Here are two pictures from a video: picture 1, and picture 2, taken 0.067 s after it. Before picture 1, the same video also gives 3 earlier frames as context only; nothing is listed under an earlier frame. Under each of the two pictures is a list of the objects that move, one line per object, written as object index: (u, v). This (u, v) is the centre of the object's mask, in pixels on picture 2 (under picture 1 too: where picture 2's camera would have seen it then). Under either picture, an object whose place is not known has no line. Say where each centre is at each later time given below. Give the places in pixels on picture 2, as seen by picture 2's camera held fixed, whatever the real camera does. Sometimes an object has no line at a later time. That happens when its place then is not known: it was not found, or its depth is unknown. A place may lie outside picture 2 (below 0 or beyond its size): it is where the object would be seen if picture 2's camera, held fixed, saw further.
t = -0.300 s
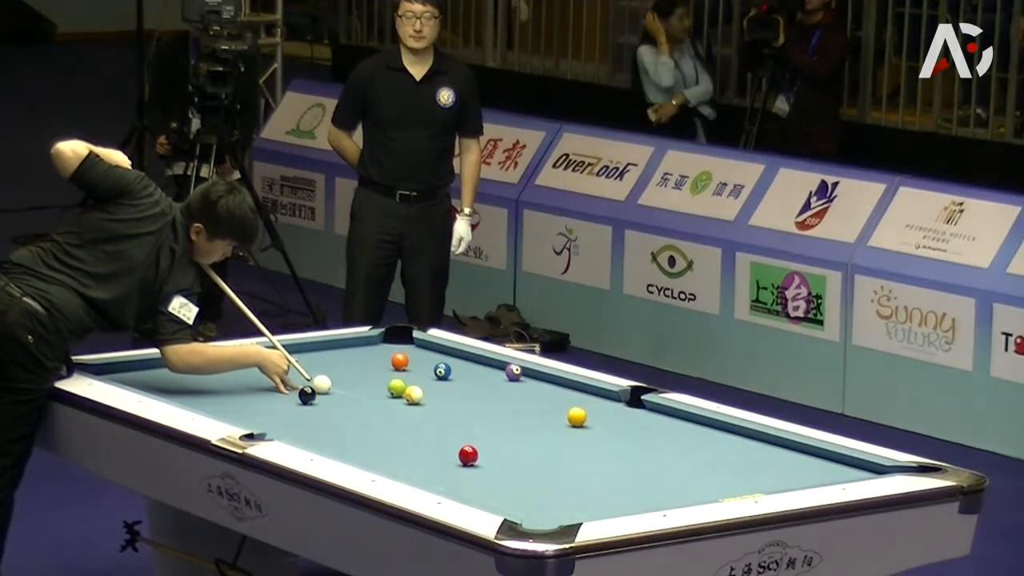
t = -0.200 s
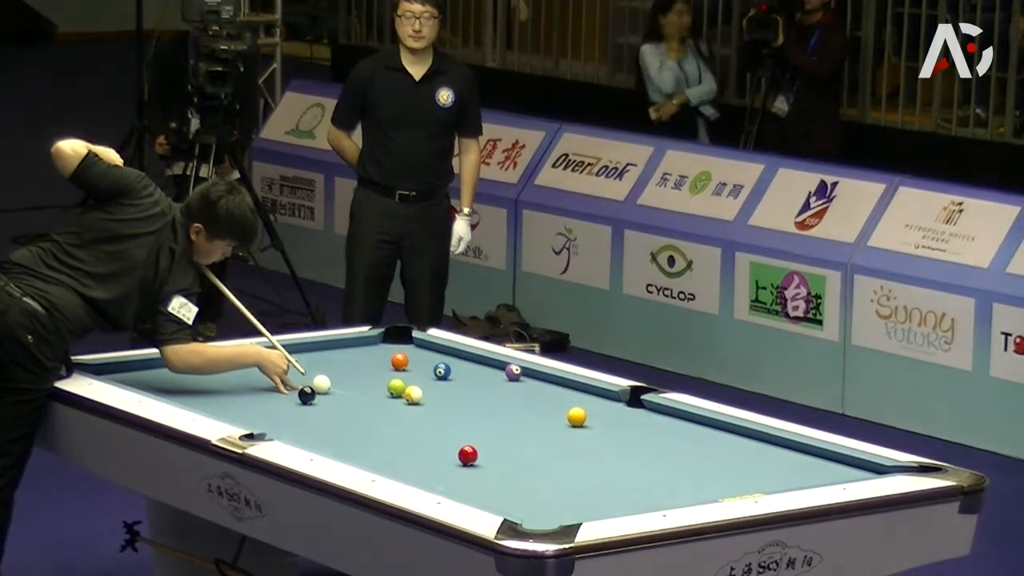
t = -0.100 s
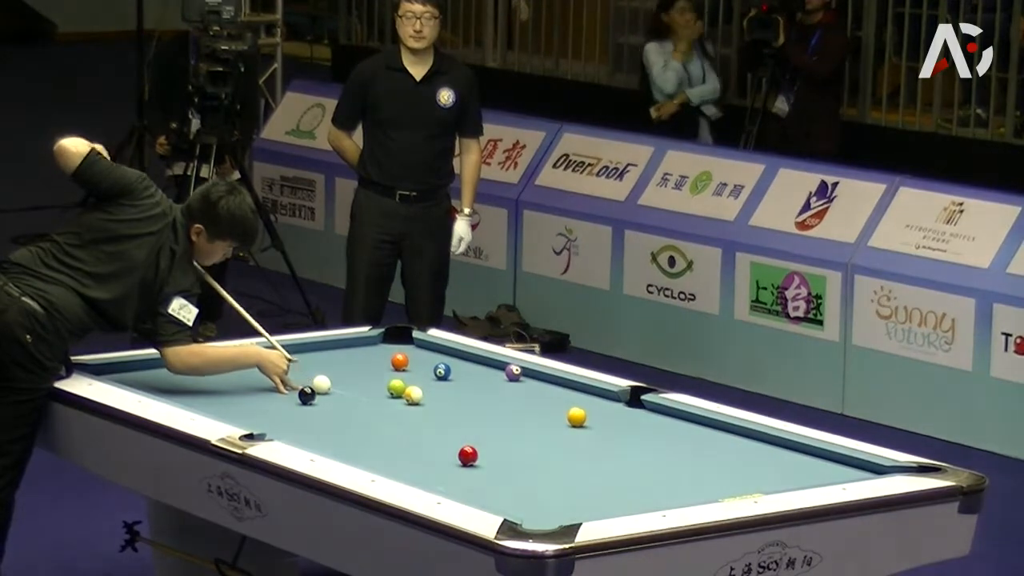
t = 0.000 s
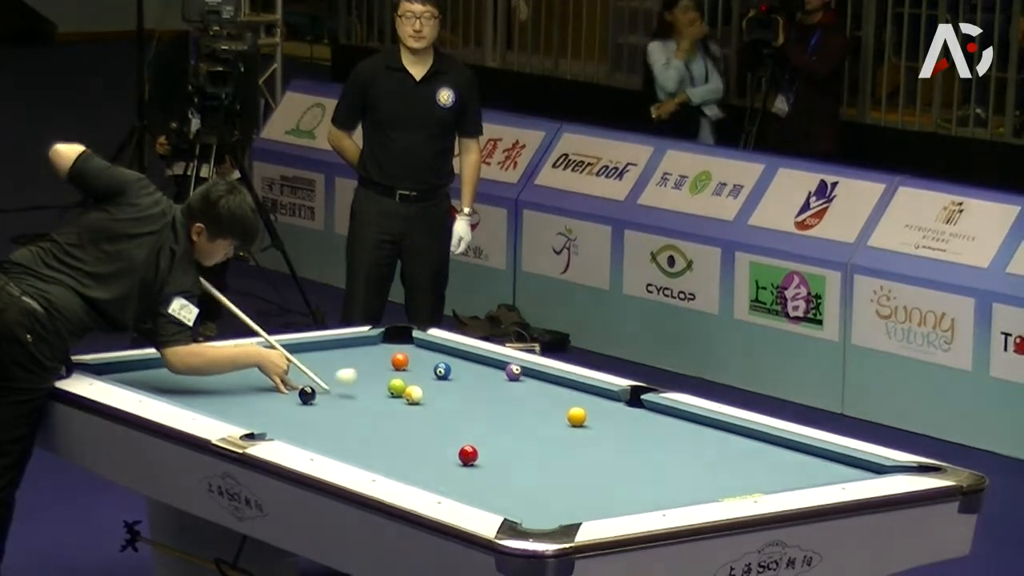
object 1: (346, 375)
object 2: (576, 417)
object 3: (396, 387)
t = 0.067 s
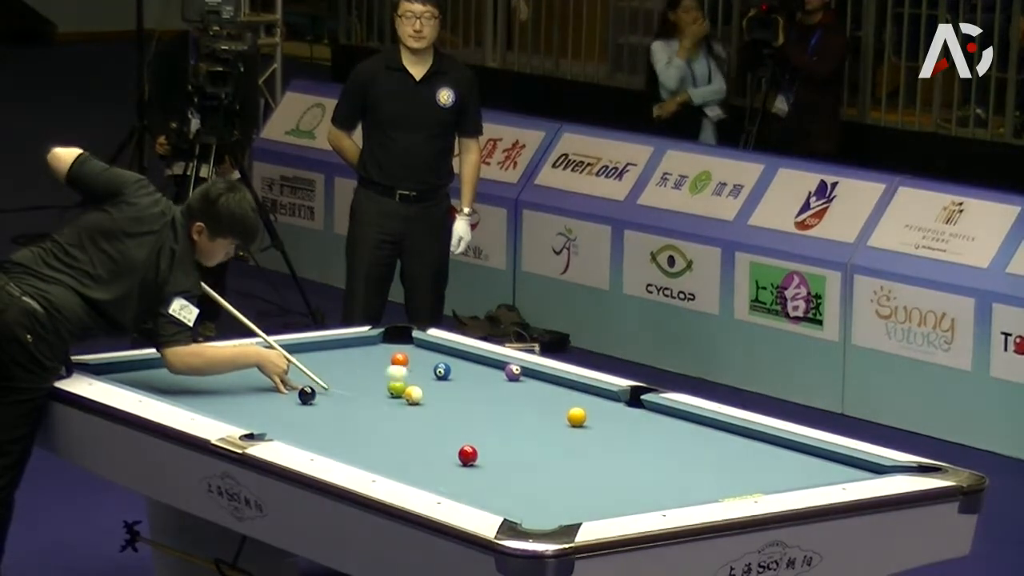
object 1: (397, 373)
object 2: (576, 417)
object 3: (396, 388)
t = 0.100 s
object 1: (424, 375)
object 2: (576, 417)
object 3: (396, 387)
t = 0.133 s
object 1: (450, 382)
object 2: (576, 417)
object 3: (396, 387)
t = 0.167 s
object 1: (475, 393)
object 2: (576, 417)
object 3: (396, 387)
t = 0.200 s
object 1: (501, 406)
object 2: (576, 417)
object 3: (396, 387)
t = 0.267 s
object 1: (551, 406)
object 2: (576, 417)
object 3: (396, 387)
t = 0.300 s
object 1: (564, 405)
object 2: (589, 418)
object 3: (396, 387)
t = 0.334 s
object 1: (568, 404)
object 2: (610, 420)
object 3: (396, 387)
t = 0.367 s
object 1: (572, 407)
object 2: (631, 425)
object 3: (396, 387)
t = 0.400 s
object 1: (575, 413)
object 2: (650, 428)
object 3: (396, 387)
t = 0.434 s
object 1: (578, 412)
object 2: (670, 432)
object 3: (396, 387)
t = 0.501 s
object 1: (584, 414)
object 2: (709, 438)
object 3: (396, 387)
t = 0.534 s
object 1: (587, 414)
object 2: (727, 440)
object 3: (396, 387)
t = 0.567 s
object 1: (590, 414)
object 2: (746, 443)
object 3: (396, 387)
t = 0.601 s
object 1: (593, 414)
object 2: (764, 446)
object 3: (396, 387)
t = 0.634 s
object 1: (596, 414)
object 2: (781, 449)
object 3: (396, 387)
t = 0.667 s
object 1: (599, 414)
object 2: (799, 451)
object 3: (396, 387)
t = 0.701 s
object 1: (602, 414)
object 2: (817, 454)
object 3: (396, 387)
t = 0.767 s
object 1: (608, 414)
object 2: (842, 461)
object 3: (396, 387)
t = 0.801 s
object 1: (611, 414)
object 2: (850, 464)
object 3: (396, 387)
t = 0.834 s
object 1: (614, 414)
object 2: (858, 467)
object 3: (396, 387)
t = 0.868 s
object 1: (617, 413)
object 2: (866, 469)
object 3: (396, 387)
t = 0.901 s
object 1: (620, 413)
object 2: (875, 470)
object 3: (396, 387)
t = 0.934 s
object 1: (622, 413)
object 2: (875, 471)
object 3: (396, 387)
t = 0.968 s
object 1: (625, 413)
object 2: (868, 470)
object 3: (396, 387)
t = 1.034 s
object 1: (631, 413)
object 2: (853, 469)
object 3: (396, 387)
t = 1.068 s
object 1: (633, 413)
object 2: (846, 467)
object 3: (396, 387)
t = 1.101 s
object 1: (636, 413)
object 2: (841, 466)
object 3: (396, 387)
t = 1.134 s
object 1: (639, 413)
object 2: (835, 464)
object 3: (396, 387)
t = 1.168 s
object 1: (641, 413)
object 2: (830, 463)
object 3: (396, 387)
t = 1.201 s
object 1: (644, 413)
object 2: (825, 462)
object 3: (396, 387)
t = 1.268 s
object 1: (649, 413)
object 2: (814, 459)
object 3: (396, 387)
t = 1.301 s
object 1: (651, 413)
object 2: (808, 458)
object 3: (396, 387)
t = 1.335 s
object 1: (654, 412)
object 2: (803, 457)
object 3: (396, 387)
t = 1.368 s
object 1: (656, 412)
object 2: (798, 455)
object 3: (396, 387)
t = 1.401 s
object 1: (659, 412)
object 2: (793, 454)
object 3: (396, 387)
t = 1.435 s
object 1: (661, 412)
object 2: (788, 453)
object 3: (396, 387)
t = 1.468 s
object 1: (663, 412)
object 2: (783, 452)
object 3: (396, 387)
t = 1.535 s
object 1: (668, 412)
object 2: (773, 449)
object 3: (396, 387)
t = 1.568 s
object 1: (669, 412)
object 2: (768, 448)
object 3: (396, 387)
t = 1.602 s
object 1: (669, 412)
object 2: (764, 447)
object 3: (396, 387)
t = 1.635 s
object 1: (668, 412)
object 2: (758, 445)
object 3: (396, 387)
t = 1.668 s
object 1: (667, 412)
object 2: (753, 445)
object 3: (396, 387)
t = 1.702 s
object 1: (667, 412)
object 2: (749, 443)
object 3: (396, 387)
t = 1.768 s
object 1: (665, 413)
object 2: (739, 441)
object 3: (396, 387)
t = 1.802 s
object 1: (665, 413)
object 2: (735, 440)
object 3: (396, 387)
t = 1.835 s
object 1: (664, 413)
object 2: (730, 438)
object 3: (396, 387)
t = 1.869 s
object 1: (663, 413)
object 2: (725, 437)
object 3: (396, 387)
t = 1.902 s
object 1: (663, 413)
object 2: (720, 436)
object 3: (396, 387)
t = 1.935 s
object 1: (662, 413)
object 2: (716, 435)
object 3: (396, 387)
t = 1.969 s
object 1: (662, 414)
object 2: (712, 434)
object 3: (396, 387)
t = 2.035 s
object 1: (661, 414)
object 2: (703, 432)
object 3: (396, 387)
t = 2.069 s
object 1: (660, 414)
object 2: (699, 431)
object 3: (396, 387)
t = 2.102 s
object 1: (659, 414)
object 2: (695, 429)
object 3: (396, 387)
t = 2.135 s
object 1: (659, 414)
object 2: (690, 428)
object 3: (396, 387)
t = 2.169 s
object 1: (659, 414)
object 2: (686, 427)
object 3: (396, 387)
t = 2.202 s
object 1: (658, 414)
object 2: (682, 426)
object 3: (396, 387)
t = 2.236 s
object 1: (658, 414)
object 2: (678, 425)
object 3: (396, 387)
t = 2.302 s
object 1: (656, 414)
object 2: (669, 423)
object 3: (396, 387)
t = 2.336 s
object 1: (655, 413)
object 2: (665, 422)
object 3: (396, 387)
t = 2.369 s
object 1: (654, 411)
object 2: (662, 421)
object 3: (396, 387)
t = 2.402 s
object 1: (654, 410)
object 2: (656, 419)
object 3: (396, 387)
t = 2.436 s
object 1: (656, 410)
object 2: (654, 419)
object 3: (396, 387)
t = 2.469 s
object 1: (658, 411)
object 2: (649, 418)
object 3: (396, 387)
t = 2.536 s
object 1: (656, 413)
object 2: (640, 417)
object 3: (396, 387)
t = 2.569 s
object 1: (656, 414)
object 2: (636, 416)
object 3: (396, 387)
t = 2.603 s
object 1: (656, 413)
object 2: (631, 416)
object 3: (396, 387)
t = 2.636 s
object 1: (656, 413)
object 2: (627, 415)
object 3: (396, 387)
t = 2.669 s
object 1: (657, 413)
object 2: (622, 414)
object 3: (396, 387)
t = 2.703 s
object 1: (657, 413)
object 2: (618, 414)
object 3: (396, 387)
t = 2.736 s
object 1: (657, 413)
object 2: (613, 414)
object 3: (396, 387)
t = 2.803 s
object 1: (658, 412)
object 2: (605, 413)
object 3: (396, 387)
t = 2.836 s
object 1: (658, 412)
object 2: (601, 412)
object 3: (396, 387)
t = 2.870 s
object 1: (658, 412)
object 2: (597, 411)
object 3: (396, 387)
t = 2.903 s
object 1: (659, 411)
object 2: (592, 411)
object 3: (396, 387)
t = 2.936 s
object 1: (659, 411)
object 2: (588, 410)
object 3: (396, 387)
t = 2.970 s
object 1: (659, 411)
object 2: (584, 410)
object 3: (396, 387)
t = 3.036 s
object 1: (660, 410)
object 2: (576, 409)
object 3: (396, 387)
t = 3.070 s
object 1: (660, 410)
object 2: (572, 408)
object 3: (396, 387)
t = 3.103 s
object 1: (660, 410)
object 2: (568, 408)
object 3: (396, 387)
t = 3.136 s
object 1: (660, 410)
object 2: (564, 407)
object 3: (396, 387)
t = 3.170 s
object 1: (660, 410)
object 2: (560, 407)
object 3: (396, 387)
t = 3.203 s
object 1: (661, 410)
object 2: (556, 406)
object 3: (396, 387)
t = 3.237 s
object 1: (660, 410)
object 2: (552, 406)
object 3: (396, 387)
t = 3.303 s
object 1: (659, 409)
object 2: (544, 405)
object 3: (396, 387)
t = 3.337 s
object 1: (659, 409)
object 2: (540, 404)
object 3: (396, 387)
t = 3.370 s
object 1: (658, 409)
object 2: (537, 404)
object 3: (396, 387)
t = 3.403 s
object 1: (658, 409)
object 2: (533, 403)
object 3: (396, 387)
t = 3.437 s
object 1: (657, 409)
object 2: (529, 403)
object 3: (396, 387)
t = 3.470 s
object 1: (657, 409)
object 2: (525, 402)
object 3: (396, 387)
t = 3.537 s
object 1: (656, 409)
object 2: (518, 401)
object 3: (396, 387)
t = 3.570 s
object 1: (656, 409)
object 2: (515, 401)
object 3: (396, 387)
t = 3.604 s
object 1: (655, 409)
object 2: (511, 400)
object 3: (396, 387)
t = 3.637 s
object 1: (655, 409)
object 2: (508, 400)
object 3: (396, 387)
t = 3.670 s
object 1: (655, 409)
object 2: (504, 399)
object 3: (396, 387)
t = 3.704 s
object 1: (655, 409)
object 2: (501, 399)
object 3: (396, 387)
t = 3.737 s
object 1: (655, 409)
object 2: (497, 398)
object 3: (396, 387)
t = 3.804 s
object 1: (655, 409)
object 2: (490, 397)
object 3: (396, 387)
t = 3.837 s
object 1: (654, 409)
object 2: (487, 397)
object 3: (396, 387)
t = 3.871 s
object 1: (655, 409)
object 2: (484, 396)
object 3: (396, 387)
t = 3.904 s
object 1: (655, 409)
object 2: (480, 396)
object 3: (396, 387)
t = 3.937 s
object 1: (655, 409)
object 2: (477, 396)
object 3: (396, 387)
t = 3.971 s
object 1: (655, 409)
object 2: (474, 395)
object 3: (396, 387)
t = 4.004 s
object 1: (655, 409)
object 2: (471, 395)
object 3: (396, 387)
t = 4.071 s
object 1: (655, 409)
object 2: (465, 394)
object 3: (396, 387)
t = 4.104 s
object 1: (655, 409)
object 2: (461, 394)
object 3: (396, 387)
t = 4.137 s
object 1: (655, 409)
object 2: (458, 393)
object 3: (396, 387)
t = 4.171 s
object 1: (655, 409)
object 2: (455, 393)
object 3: (396, 387)
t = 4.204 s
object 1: (655, 409)
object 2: (452, 393)
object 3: (396, 387)
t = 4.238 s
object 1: (655, 409)
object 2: (449, 392)
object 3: (396, 387)
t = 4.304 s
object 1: (655, 409)
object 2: (444, 391)
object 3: (396, 387)
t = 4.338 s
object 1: (655, 409)
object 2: (440, 391)
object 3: (396, 387)
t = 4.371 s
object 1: (655, 409)
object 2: (438, 390)
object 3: (396, 387)
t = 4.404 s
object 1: (655, 409)
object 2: (435, 390)
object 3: (396, 387)
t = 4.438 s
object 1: (655, 409)
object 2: (432, 390)
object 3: (396, 387)
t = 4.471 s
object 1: (655, 409)
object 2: (429, 389)
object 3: (396, 387)
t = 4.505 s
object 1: (655, 409)
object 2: (427, 388)
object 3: (396, 387)
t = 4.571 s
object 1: (655, 409)
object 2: (423, 386)
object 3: (396, 387)
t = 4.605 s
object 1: (655, 409)
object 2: (420, 385)
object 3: (396, 387)
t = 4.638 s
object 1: (655, 409)
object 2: (416, 383)
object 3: (396, 387)
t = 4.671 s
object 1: (655, 409)
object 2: (414, 383)
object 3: (395, 387)
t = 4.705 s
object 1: (655, 409)
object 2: (413, 383)
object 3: (393, 387)
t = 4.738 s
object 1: (655, 409)
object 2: (412, 383)
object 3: (392, 387)
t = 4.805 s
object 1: (655, 409)
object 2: (410, 383)
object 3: (389, 387)
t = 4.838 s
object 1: (655, 409)
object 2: (409, 383)
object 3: (388, 387)
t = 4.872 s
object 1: (655, 409)
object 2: (408, 382)
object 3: (387, 387)
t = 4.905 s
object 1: (655, 409)
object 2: (407, 383)
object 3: (385, 387)
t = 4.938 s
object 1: (655, 409)
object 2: (407, 382)
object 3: (384, 388)
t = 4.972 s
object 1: (655, 409)
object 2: (405, 383)
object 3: (383, 387)
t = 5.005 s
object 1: (655, 409)
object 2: (405, 382)
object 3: (382, 387)
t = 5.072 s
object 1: (655, 409)
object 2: (404, 382)
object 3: (379, 387)
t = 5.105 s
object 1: (655, 409)
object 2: (403, 382)
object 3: (378, 387)
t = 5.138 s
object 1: (655, 409)
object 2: (403, 382)
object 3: (377, 387)
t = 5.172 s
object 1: (655, 409)
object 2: (402, 382)
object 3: (375, 387)
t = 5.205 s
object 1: (655, 409)
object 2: (402, 382)
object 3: (375, 388)
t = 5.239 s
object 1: (655, 409)
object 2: (401, 381)
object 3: (373, 387)
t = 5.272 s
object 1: (655, 409)
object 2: (401, 381)
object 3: (373, 387)
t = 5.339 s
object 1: (655, 409)
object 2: (399, 381)
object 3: (371, 388)
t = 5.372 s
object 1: (655, 409)
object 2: (398, 381)
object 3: (370, 387)
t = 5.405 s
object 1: (655, 409)
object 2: (398, 381)
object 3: (368, 387)
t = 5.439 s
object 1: (655, 409)
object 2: (398, 380)
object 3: (368, 387)
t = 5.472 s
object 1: (655, 409)
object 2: (397, 380)
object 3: (366, 387)
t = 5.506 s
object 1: (655, 409)
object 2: (397, 380)
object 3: (366, 387)
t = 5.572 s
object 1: (655, 409)
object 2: (395, 379)
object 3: (364, 388)
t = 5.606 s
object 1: (655, 409)
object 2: (394, 379)
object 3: (363, 387)
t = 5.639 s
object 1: (655, 409)
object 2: (394, 379)
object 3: (362, 387)
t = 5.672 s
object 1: (655, 409)
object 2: (394, 379)
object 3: (362, 387)
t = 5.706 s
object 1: (655, 409)
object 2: (393, 378)
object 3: (361, 387)
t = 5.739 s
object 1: (655, 409)
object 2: (392, 378)
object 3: (360, 388)
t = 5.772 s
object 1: (655, 409)
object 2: (392, 378)
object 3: (360, 387)
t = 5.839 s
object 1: (655, 409)
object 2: (391, 378)
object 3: (358, 388)
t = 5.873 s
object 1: (655, 409)
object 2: (390, 377)
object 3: (358, 387)
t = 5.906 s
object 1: (655, 409)
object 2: (390, 377)
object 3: (357, 387)
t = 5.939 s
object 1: (655, 409)
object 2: (389, 377)
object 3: (356, 387)
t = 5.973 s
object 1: (655, 409)
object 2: (390, 377)
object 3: (356, 387)
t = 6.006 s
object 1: (655, 409)
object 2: (389, 376)
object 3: (356, 387)
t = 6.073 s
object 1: (655, 409)
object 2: (388, 376)
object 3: (355, 387)
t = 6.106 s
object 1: (655, 409)
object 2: (387, 376)
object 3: (354, 387)
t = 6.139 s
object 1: (655, 409)
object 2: (387, 376)
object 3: (354, 387)
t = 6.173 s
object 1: (655, 409)
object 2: (387, 376)
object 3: (354, 387)
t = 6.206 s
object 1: (655, 409)
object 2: (386, 375)
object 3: (353, 387)
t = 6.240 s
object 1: (655, 409)
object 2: (386, 375)
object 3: (353, 387)
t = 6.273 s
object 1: (655, 409)
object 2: (386, 375)
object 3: (352, 387)
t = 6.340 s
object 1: (655, 409)
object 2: (385, 375)
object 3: (352, 387)
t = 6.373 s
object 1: (655, 409)
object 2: (385, 375)
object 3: (352, 387)
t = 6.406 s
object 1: (655, 409)
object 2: (384, 375)
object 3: (351, 387)
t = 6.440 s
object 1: (655, 409)
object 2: (384, 374)
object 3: (351, 387)
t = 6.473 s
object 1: (655, 409)
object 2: (384, 374)
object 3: (351, 387)
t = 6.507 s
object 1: (655, 409)
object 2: (383, 374)
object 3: (351, 387)
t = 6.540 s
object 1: (655, 409)
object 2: (383, 374)
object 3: (350, 387)
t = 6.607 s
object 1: (655, 409)
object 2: (383, 374)
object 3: (350, 387)
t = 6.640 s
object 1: (655, 409)
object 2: (382, 374)
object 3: (350, 387)
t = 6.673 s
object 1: (655, 409)
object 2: (382, 374)
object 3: (350, 387)
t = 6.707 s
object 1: (655, 409)
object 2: (382, 373)
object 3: (350, 387)
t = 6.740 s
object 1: (655, 409)
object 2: (382, 373)
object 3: (350, 387)
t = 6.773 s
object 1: (655, 409)
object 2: (382, 373)
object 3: (350, 387)
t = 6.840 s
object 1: (655, 409)
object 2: (381, 373)
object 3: (350, 387)
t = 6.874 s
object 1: (655, 409)
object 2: (381, 373)
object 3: (350, 387)
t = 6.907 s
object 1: (655, 409)
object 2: (381, 373)
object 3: (350, 387)
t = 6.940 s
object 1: (655, 409)
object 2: (381, 373)
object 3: (350, 387)
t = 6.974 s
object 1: (655, 409)
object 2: (381, 373)
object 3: (350, 387)
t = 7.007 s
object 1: (655, 409)
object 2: (380, 373)
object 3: (350, 387)
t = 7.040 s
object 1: (655, 409)
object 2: (380, 373)
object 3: (350, 387)
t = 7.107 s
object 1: (655, 409)
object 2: (380, 372)
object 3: (350, 387)
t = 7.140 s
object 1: (655, 409)
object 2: (380, 372)
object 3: (350, 387)
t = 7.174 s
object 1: (655, 409)
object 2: (380, 373)
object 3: (350, 387)
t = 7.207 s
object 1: (655, 409)
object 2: (380, 373)
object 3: (350, 387)
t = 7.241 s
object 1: (655, 409)
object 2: (380, 373)
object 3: (350, 387)
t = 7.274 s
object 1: (655, 409)
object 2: (379, 372)
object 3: (350, 387)
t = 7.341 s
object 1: (655, 409)
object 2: (379, 372)
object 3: (350, 387)
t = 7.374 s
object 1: (655, 409)
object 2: (380, 372)
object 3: (350, 387)
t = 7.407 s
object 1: (655, 409)
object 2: (379, 372)
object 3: (350, 387)
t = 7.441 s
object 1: (655, 409)
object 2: (379, 372)
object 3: (350, 387)
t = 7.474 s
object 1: (655, 409)
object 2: (379, 372)
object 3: (350, 387)
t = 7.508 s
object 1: (655, 409)
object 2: (379, 372)
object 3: (350, 387)
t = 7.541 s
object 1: (655, 409)
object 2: (379, 372)
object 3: (350, 387)
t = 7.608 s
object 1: (655, 409)
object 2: (379, 372)
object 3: (350, 387)
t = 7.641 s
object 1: (655, 409)
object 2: (379, 372)
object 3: (350, 387)
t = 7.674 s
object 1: (655, 409)
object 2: (380, 372)
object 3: (350, 387)
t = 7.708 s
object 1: (655, 409)
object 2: (379, 372)
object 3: (350, 387)
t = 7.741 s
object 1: (655, 409)
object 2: (379, 372)
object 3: (350, 387)
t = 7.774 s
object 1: (655, 409)
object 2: (379, 372)
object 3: (350, 387)
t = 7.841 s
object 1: (655, 409)
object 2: (379, 372)
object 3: (350, 387)
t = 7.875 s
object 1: (655, 409)
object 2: (379, 372)
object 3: (350, 387)
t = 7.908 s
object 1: (655, 409)
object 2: (379, 372)
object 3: (350, 387)
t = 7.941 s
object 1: (655, 409)
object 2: (379, 372)
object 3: (350, 387)
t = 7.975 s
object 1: (655, 409)
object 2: (379, 372)
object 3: (350, 387)
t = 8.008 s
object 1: (655, 409)
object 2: (379, 372)
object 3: (350, 387)
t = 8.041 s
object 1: (655, 409)
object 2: (380, 372)
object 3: (350, 387)
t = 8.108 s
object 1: (655, 409)
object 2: (379, 372)
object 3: (350, 387)
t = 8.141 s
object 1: (655, 409)
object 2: (379, 372)
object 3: (350, 387)
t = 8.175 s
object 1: (655, 409)
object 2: (379, 372)
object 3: (350, 387)
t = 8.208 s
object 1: (655, 409)
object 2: (379, 372)
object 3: (350, 387)
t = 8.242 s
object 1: (655, 409)
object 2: (380, 372)
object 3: (350, 387)
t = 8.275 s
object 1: (655, 409)
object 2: (379, 372)
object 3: (350, 387)
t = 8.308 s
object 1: (655, 409)
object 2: (379, 372)
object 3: (350, 387)
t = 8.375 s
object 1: (655, 409)
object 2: (379, 372)
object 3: (350, 387)
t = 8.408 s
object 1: (655, 409)
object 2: (379, 372)
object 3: (350, 387)
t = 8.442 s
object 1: (655, 409)
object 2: (380, 372)
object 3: (350, 387)
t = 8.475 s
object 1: (655, 409)
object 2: (379, 372)
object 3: (350, 387)
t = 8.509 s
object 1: (655, 409)
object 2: (379, 372)
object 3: (350, 387)
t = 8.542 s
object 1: (655, 409)
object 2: (379, 372)
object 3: (350, 387)
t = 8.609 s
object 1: (655, 409)
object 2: (379, 372)
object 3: (350, 387)
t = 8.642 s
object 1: (655, 409)
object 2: (380, 372)
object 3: (350, 387)
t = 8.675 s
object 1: (655, 409)
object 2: (379, 372)
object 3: (350, 387)
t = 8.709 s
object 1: (655, 409)
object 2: (379, 372)
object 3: (350, 387)
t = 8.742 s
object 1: (655, 409)
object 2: (379, 372)
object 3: (350, 387)
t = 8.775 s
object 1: (655, 409)
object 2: (379, 372)
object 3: (350, 387)
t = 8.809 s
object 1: (655, 409)
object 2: (379, 372)
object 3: (350, 387)
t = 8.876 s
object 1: (655, 409)
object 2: (380, 372)
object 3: (350, 387)
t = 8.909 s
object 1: (655, 409)
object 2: (379, 372)
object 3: (350, 387)
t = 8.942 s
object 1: (655, 409)
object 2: (379, 372)
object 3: (350, 387)
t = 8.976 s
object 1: (655, 409)
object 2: (379, 372)
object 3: (350, 387)
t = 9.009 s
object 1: (655, 409)
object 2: (379, 372)
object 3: (350, 387)
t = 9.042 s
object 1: (655, 409)
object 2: (379, 372)
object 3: (350, 387)
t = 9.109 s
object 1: (655, 409)
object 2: (379, 372)
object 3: (350, 387)
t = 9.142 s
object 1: (655, 409)
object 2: (379, 372)
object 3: (350, 387)
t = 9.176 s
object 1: (655, 409)
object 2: (380, 372)
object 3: (350, 387)
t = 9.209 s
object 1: (655, 409)
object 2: (379, 372)
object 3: (350, 387)
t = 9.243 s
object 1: (655, 409)
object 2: (379, 372)
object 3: (350, 387)
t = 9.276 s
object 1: (655, 409)
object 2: (379, 372)
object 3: (350, 387)
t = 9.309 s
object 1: (655, 409)
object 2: (380, 372)
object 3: (350, 387)
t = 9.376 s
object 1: (655, 409)
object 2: (379, 372)
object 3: (350, 387)
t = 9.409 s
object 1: (655, 409)
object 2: (379, 372)
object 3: (350, 387)
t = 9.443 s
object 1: (655, 409)
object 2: (379, 372)
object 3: (350, 387)
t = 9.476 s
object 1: (655, 409)
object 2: (379, 372)
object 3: (350, 387)
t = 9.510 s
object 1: (655, 409)
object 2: (379, 372)
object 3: (350, 387)
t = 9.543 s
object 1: (655, 409)
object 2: (379, 372)
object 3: (350, 387)
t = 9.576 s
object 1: (655, 409)
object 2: (379, 372)
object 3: (350, 387)
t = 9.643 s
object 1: (655, 409)
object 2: (379, 372)
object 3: (350, 387)
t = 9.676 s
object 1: (655, 409)
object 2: (379, 372)
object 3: (350, 387)
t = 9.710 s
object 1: (655, 409)
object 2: (380, 372)
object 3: (350, 387)
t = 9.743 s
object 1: (655, 409)
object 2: (379, 372)
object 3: (350, 387)
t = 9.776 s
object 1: (655, 409)
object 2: (379, 372)
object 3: (350, 387)
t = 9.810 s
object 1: (655, 409)
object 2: (379, 372)
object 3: (350, 387)
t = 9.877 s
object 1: (655, 409)
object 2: (380, 372)
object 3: (350, 387)
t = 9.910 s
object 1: (655, 409)
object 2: (379, 372)
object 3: (350, 387)
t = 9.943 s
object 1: (655, 409)
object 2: (379, 372)
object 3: (350, 387)
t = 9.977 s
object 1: (655, 409)
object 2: (379, 372)
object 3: (350, 387)
